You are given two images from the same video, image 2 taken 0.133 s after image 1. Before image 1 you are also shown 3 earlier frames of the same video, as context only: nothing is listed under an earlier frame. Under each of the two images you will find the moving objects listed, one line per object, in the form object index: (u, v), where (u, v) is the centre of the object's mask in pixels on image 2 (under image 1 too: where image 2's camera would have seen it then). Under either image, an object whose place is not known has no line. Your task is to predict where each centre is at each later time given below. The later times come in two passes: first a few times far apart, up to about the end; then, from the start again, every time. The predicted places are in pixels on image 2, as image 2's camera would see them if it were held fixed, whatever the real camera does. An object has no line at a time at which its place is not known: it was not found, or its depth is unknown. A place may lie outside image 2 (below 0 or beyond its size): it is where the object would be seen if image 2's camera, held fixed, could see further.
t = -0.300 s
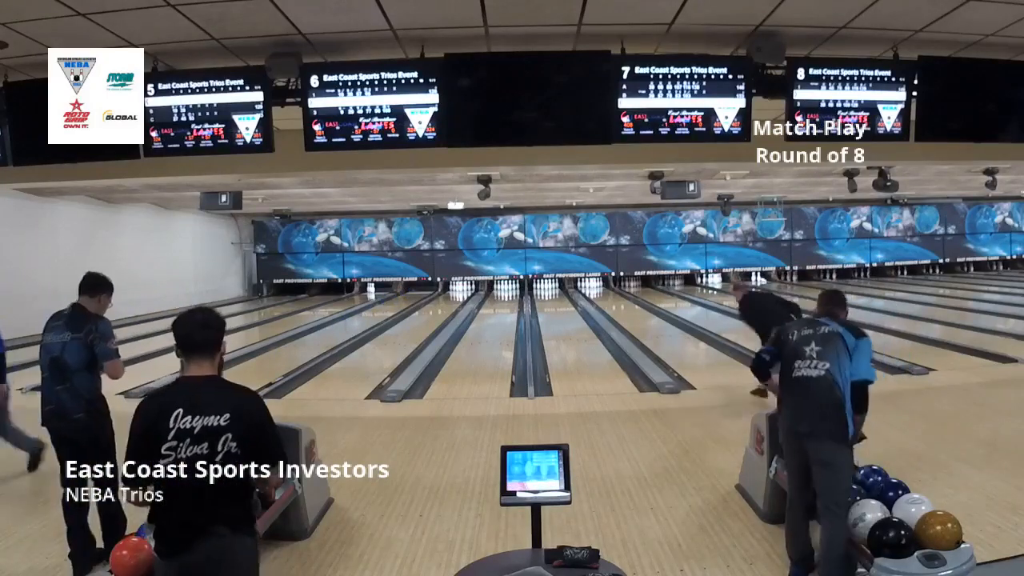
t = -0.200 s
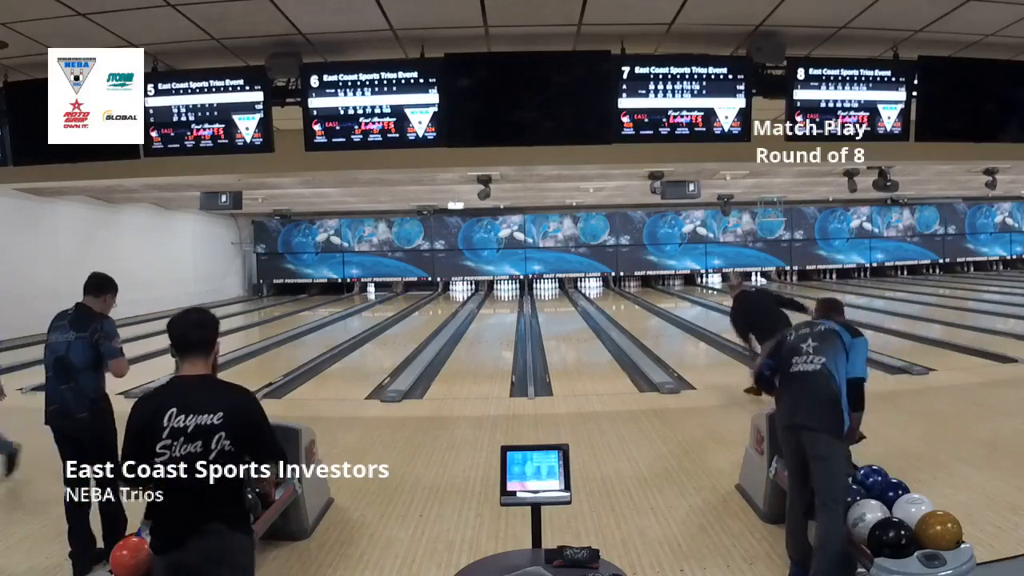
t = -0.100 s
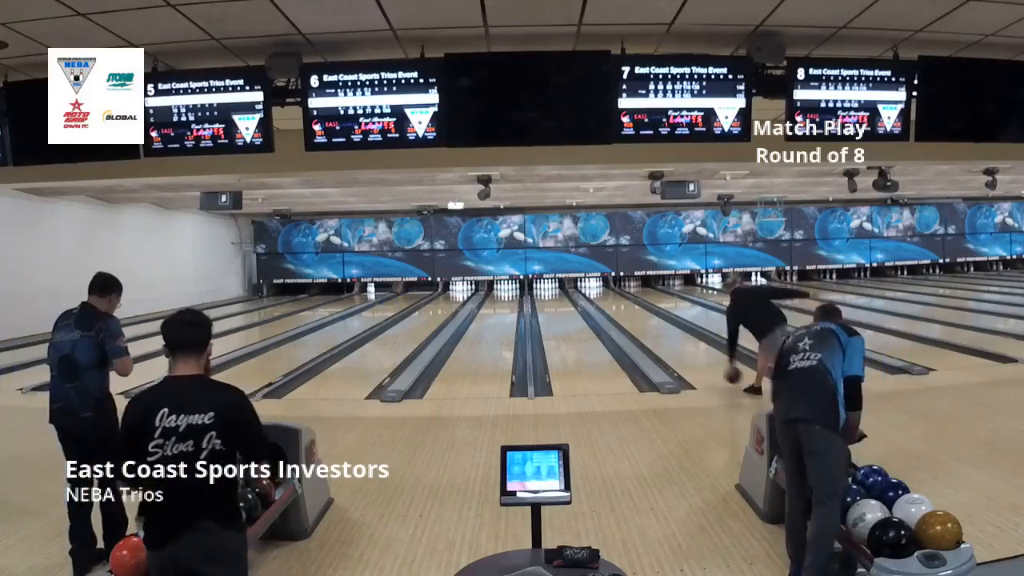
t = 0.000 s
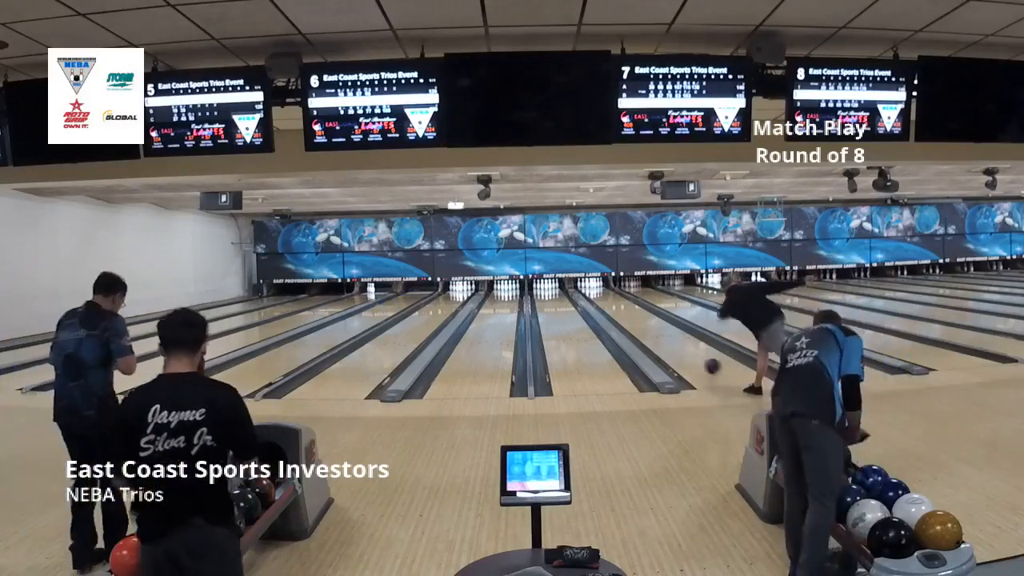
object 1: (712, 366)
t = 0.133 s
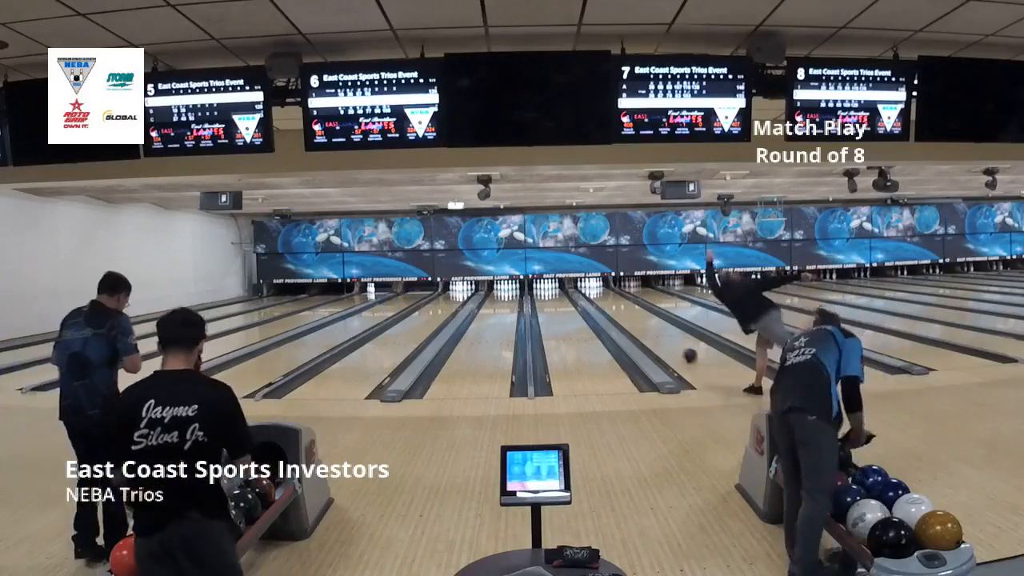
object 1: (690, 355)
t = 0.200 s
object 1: (680, 349)
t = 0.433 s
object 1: (654, 333)
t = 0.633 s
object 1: (637, 323)
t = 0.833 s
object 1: (625, 314)
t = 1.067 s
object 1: (613, 307)
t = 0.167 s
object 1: (685, 352)
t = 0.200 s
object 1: (680, 349)
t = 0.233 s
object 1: (676, 346)
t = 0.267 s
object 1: (671, 344)
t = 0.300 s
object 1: (668, 341)
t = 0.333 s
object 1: (664, 339)
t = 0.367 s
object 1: (660, 337)
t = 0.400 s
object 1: (657, 335)
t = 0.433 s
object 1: (654, 333)
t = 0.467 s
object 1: (651, 331)
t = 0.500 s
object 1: (648, 329)
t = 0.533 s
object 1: (645, 327)
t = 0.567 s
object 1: (642, 326)
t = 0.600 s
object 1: (640, 324)
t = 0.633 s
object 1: (637, 323)
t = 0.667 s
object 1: (635, 321)
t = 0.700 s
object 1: (633, 320)
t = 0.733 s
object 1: (631, 318)
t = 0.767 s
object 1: (629, 317)
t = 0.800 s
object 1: (627, 316)
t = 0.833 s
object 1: (625, 314)
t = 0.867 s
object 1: (623, 313)
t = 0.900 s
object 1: (621, 312)
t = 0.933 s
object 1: (619, 311)
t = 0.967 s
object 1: (618, 310)
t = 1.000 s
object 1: (616, 309)
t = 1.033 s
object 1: (614, 308)
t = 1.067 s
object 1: (613, 307)
